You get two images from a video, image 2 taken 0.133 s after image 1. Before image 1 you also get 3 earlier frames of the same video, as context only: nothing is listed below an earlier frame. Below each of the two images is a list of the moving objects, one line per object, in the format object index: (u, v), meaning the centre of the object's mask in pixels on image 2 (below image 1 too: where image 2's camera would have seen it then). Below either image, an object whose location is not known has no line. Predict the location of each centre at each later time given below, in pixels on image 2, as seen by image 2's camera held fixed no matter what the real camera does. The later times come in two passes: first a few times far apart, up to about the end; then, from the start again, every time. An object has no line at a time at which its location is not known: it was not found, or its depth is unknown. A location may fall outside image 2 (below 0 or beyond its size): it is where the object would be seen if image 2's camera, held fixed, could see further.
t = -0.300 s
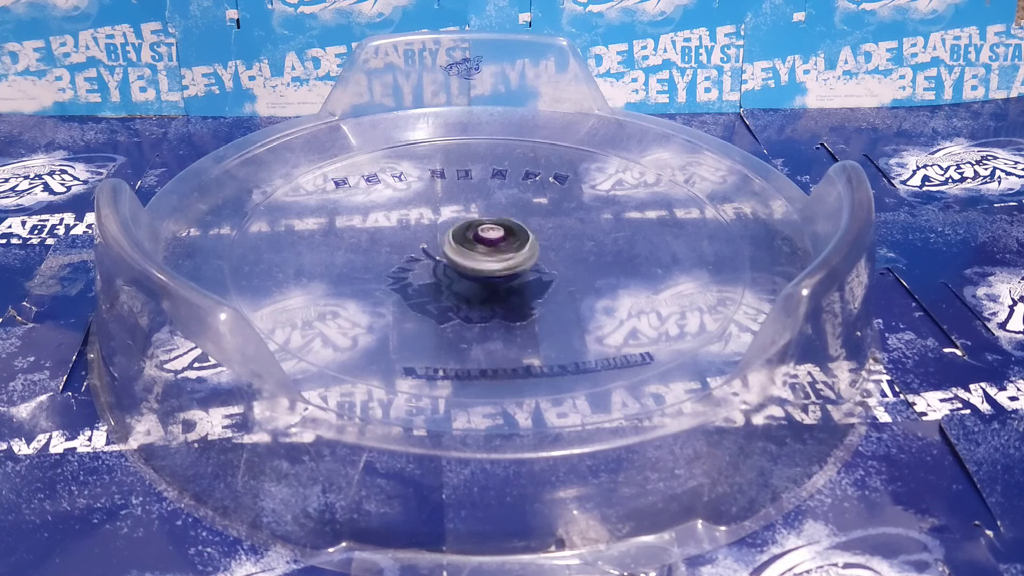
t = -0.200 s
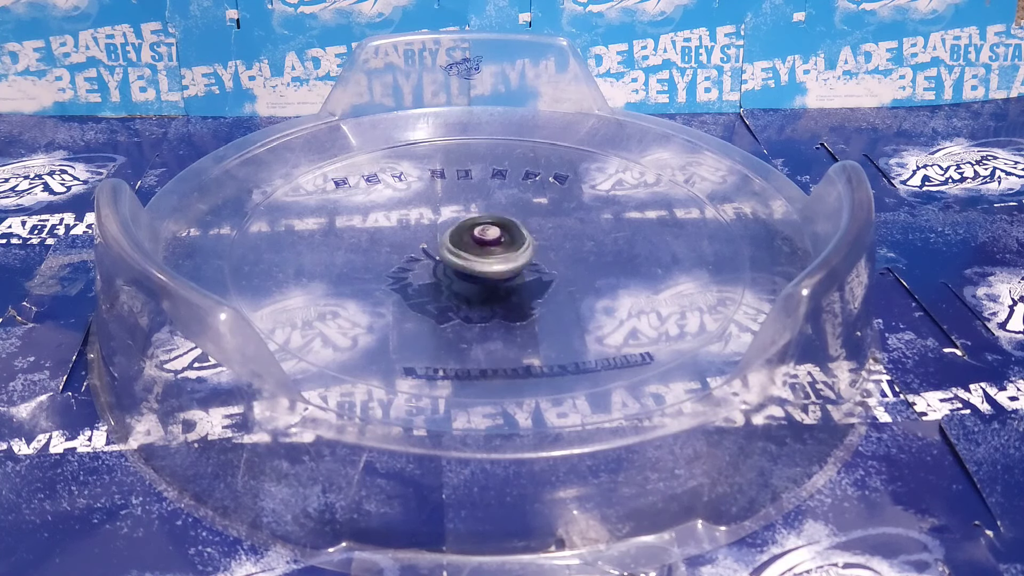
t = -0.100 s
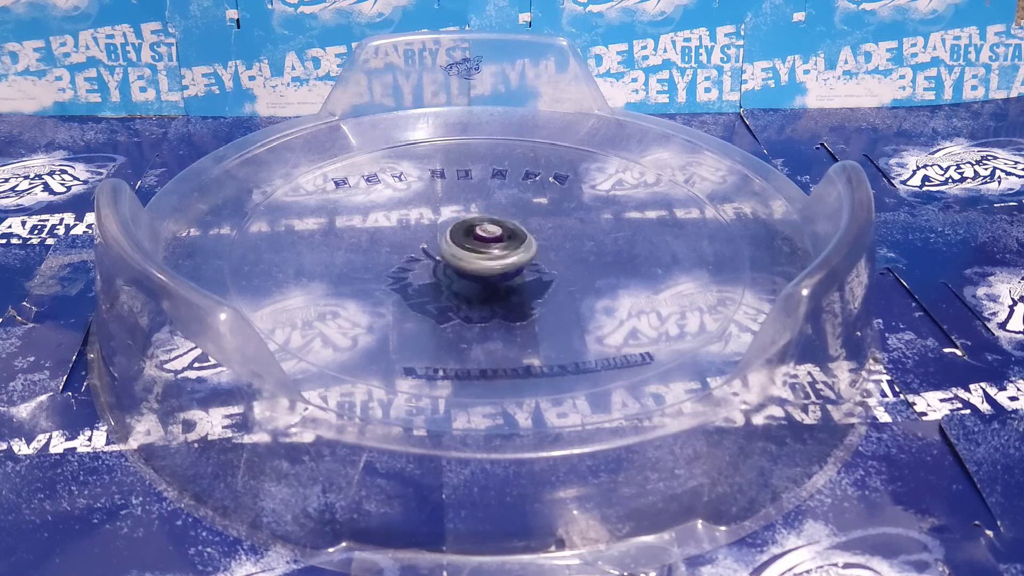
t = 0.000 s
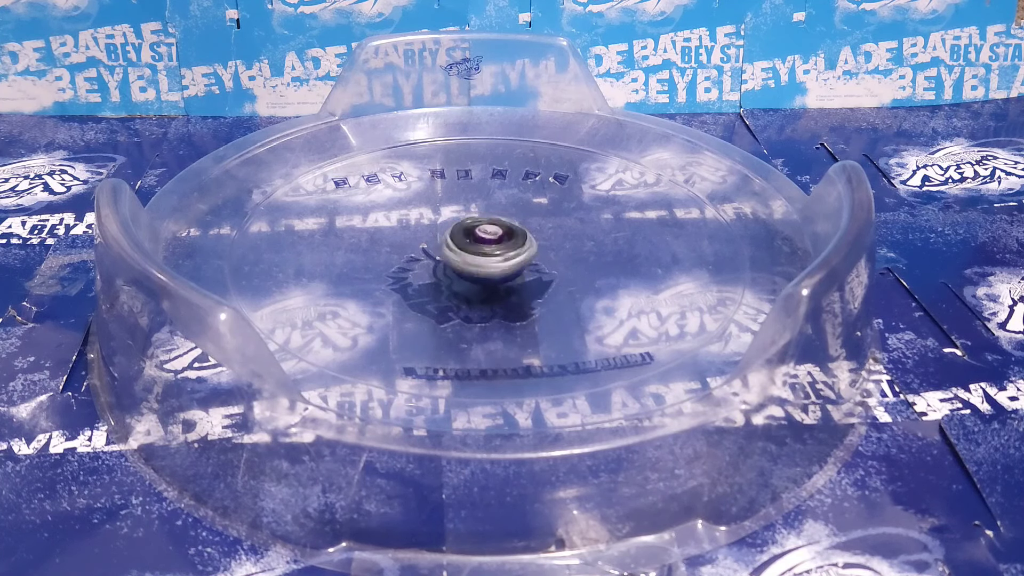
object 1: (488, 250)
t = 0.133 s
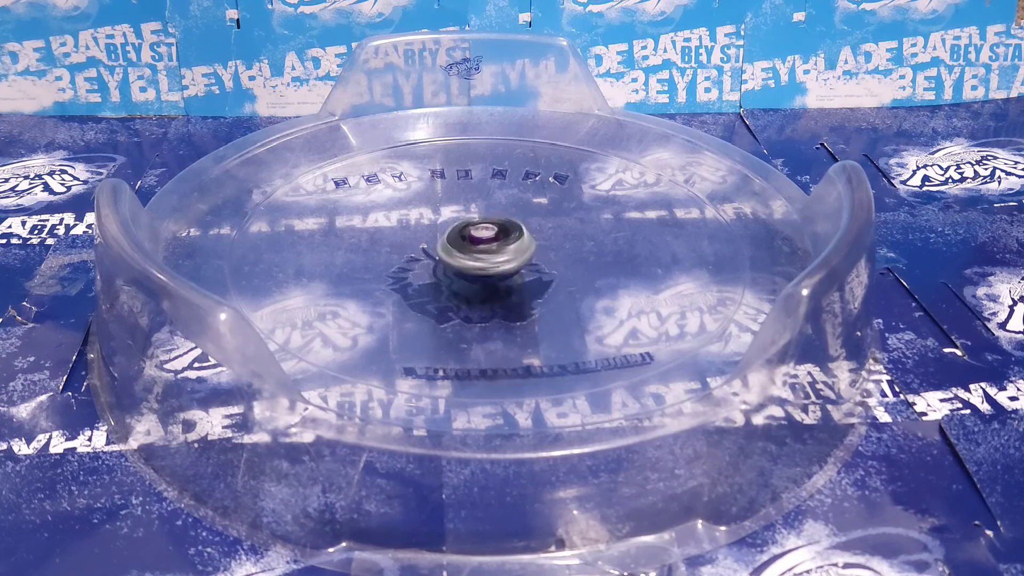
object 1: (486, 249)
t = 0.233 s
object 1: (489, 248)
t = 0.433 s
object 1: (487, 249)
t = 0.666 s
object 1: (487, 250)
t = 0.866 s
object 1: (488, 250)
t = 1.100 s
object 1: (488, 249)
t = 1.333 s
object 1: (487, 249)
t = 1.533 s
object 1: (487, 249)
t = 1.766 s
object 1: (486, 249)
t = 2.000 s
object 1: (489, 250)
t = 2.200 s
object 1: (488, 249)
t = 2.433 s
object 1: (489, 248)
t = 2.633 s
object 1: (489, 248)
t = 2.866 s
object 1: (487, 248)
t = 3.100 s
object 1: (486, 249)
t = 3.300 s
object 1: (487, 249)
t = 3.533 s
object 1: (486, 249)
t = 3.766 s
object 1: (487, 249)
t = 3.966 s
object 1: (488, 250)
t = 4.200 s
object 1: (487, 250)
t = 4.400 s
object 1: (486, 249)
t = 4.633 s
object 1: (487, 248)
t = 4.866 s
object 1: (488, 250)
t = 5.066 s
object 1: (488, 250)
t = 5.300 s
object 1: (487, 250)
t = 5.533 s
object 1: (487, 250)
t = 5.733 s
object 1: (487, 246)
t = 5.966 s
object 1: (487, 248)
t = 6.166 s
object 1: (491, 248)
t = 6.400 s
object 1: (490, 248)
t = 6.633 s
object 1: (492, 248)
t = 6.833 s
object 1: (490, 249)
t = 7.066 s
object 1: (488, 251)
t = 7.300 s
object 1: (484, 249)
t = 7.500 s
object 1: (487, 248)
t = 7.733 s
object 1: (491, 245)
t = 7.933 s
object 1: (483, 258)
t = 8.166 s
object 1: (497, 252)
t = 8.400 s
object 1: (487, 248)
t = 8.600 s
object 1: (475, 251)
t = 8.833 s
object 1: (472, 255)
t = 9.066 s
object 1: (471, 261)
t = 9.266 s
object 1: (462, 265)
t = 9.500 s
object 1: (464, 263)
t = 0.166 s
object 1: (488, 249)
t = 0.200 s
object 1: (489, 249)
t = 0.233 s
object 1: (489, 248)
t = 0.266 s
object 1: (488, 249)
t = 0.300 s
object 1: (487, 249)
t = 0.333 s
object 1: (489, 249)
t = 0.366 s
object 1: (489, 249)
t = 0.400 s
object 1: (488, 249)
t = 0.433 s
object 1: (487, 249)
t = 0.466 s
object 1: (487, 249)
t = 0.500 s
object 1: (488, 249)
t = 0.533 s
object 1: (489, 249)
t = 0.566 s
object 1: (487, 249)
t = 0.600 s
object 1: (486, 248)
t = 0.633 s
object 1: (486, 249)
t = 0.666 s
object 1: (487, 250)
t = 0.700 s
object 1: (489, 249)
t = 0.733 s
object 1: (488, 249)
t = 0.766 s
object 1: (488, 248)
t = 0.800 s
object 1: (487, 249)
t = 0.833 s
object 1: (486, 250)
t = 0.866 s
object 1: (488, 250)
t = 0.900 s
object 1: (490, 250)
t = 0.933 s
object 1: (489, 249)
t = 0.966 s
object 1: (488, 249)
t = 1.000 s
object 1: (487, 249)
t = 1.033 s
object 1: (488, 250)
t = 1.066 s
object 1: (489, 249)
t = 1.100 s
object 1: (488, 249)
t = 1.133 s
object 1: (486, 249)
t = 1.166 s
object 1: (486, 249)
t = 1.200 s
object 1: (486, 250)
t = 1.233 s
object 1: (488, 249)
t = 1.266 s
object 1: (489, 249)
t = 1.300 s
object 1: (488, 249)
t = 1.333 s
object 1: (487, 249)
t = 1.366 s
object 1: (487, 249)
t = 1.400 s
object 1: (488, 250)
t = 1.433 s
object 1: (490, 250)
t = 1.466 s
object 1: (489, 249)
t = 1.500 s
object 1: (488, 249)
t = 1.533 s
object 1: (487, 249)
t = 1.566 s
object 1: (486, 249)
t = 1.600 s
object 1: (487, 249)
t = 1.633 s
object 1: (488, 249)
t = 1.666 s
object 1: (488, 248)
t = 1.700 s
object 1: (487, 249)
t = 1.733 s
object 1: (485, 248)
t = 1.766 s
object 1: (486, 249)
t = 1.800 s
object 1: (488, 250)
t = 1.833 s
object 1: (489, 249)
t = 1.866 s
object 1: (488, 248)
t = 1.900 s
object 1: (488, 248)
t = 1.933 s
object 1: (487, 249)
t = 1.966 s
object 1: (487, 249)
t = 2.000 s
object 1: (489, 250)
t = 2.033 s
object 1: (490, 249)
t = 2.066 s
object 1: (490, 249)
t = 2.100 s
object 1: (488, 249)
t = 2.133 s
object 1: (487, 249)
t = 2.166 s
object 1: (488, 249)
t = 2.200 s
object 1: (488, 249)
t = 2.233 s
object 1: (489, 248)
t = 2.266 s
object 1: (488, 248)
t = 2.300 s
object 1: (486, 248)
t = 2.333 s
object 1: (485, 249)
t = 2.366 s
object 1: (487, 249)
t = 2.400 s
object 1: (489, 249)
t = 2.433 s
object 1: (489, 248)
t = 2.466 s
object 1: (487, 248)
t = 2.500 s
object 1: (485, 249)
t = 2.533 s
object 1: (486, 249)
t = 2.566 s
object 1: (487, 249)
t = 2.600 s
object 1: (489, 248)
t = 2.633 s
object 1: (489, 248)
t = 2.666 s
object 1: (487, 247)
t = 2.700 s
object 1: (486, 247)
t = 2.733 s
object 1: (487, 248)
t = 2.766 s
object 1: (488, 249)
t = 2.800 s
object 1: (489, 248)
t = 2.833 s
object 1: (489, 248)
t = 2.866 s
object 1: (487, 248)
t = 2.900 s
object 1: (486, 248)
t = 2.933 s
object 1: (488, 249)
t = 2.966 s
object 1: (489, 249)
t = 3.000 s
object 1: (490, 248)
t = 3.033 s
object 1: (488, 247)
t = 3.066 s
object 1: (486, 248)
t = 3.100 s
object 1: (486, 249)
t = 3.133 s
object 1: (487, 249)
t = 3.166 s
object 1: (489, 249)
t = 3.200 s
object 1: (491, 248)
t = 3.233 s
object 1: (488, 248)
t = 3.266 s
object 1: (486, 247)
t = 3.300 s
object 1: (487, 249)
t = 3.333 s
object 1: (487, 249)
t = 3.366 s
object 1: (489, 250)
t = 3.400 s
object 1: (492, 249)
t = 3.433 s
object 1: (489, 248)
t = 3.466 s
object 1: (487, 246)
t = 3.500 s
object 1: (487, 248)
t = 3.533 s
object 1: (486, 249)
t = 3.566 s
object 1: (487, 250)
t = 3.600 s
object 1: (490, 250)
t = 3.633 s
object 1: (490, 248)
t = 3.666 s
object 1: (489, 247)
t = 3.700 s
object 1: (487, 248)
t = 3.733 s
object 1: (486, 249)
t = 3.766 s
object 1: (487, 249)
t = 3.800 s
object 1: (490, 249)
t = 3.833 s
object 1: (491, 249)
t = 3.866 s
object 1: (489, 248)
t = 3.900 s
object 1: (488, 248)
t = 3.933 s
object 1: (487, 249)
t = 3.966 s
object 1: (488, 250)
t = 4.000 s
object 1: (489, 250)
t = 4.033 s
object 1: (491, 249)
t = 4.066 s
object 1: (491, 249)
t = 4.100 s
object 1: (489, 248)
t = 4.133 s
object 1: (486, 247)
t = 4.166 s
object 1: (486, 250)
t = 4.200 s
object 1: (487, 250)
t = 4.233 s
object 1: (489, 249)
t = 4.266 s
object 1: (491, 248)
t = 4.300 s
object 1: (489, 247)
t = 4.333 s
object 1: (487, 247)
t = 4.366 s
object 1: (487, 248)
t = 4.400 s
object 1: (486, 249)
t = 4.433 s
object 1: (488, 249)
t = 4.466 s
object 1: (491, 249)
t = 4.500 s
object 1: (489, 248)
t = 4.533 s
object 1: (488, 247)
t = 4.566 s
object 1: (488, 248)
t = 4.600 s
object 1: (487, 248)
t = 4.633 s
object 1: (487, 248)
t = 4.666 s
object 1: (490, 250)
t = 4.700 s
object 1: (490, 249)
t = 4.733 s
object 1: (490, 248)
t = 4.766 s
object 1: (489, 248)
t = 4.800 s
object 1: (486, 249)
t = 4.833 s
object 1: (486, 249)
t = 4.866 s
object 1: (488, 250)
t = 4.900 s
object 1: (489, 249)
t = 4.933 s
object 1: (490, 248)
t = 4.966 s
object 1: (490, 248)
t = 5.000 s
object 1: (486, 248)
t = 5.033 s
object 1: (486, 248)
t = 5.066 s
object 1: (488, 250)
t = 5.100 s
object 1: (489, 250)
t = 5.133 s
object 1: (491, 248)
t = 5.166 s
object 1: (491, 247)
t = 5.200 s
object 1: (488, 248)
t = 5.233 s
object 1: (486, 248)
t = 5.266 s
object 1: (486, 249)
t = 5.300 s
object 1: (487, 250)
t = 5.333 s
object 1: (489, 248)
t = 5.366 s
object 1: (491, 249)
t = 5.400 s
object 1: (490, 248)
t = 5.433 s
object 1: (489, 247)
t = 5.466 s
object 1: (487, 248)
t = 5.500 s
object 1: (486, 249)
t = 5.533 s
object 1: (487, 250)
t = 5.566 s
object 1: (490, 249)
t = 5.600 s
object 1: (491, 249)
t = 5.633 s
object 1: (491, 247)
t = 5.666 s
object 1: (490, 246)
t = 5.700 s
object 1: (488, 246)
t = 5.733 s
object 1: (487, 246)
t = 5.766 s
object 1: (488, 249)
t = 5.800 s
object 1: (489, 249)
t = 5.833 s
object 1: (492, 249)
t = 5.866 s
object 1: (493, 248)
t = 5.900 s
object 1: (491, 248)
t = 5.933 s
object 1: (488, 247)
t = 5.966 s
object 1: (487, 248)
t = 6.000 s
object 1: (487, 250)
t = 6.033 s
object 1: (489, 251)
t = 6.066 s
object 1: (491, 250)
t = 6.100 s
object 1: (493, 249)
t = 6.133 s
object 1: (493, 248)
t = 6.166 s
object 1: (491, 248)
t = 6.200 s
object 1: (489, 248)
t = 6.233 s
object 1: (487, 248)
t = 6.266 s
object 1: (487, 249)
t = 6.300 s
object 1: (490, 250)
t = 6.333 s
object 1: (491, 250)
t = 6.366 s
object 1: (491, 248)
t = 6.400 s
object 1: (490, 248)
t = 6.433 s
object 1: (487, 248)
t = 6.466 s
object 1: (485, 248)
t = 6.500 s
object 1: (486, 250)
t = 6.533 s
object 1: (487, 251)
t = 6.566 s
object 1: (490, 251)
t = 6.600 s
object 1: (493, 250)
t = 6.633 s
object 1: (492, 248)
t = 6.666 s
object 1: (490, 248)
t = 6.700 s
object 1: (489, 248)
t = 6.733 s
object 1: (486, 248)
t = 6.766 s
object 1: (487, 249)
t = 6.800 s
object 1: (488, 250)
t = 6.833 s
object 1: (490, 249)
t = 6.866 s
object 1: (491, 249)
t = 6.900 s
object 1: (490, 248)
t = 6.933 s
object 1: (488, 248)
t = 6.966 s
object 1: (486, 249)
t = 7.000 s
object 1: (485, 250)
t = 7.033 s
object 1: (487, 250)
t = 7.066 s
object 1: (488, 251)
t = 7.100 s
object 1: (491, 249)
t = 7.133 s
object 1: (493, 248)
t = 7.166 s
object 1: (491, 248)
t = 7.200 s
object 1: (489, 247)
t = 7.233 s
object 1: (487, 247)
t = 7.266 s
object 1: (484, 248)
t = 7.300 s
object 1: (484, 249)
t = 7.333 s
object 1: (487, 250)
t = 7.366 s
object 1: (487, 250)
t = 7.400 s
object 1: (489, 248)
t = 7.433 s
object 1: (490, 249)
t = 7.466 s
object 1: (489, 247)
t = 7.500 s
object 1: (487, 248)
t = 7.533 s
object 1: (486, 249)
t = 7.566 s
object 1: (486, 250)
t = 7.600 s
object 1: (489, 251)
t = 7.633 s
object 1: (493, 250)
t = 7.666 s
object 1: (496, 249)
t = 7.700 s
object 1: (494, 250)
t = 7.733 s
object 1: (491, 245)
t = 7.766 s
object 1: (487, 247)
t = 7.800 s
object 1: (479, 249)
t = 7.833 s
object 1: (476, 250)
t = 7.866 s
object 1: (477, 254)
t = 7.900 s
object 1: (479, 258)
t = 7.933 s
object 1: (483, 258)
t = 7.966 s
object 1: (488, 258)
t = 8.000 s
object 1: (492, 258)
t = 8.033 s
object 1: (497, 257)
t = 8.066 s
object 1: (499, 256)
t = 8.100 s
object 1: (498, 253)
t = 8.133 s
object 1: (497, 252)
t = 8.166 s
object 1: (497, 252)
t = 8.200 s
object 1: (497, 249)
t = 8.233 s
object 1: (494, 241)
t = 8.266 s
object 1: (494, 247)
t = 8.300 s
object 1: (491, 248)
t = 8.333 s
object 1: (490, 248)
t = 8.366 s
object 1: (488, 248)
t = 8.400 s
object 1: (487, 248)
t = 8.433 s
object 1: (486, 247)
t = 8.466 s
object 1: (483, 247)
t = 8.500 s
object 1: (480, 248)
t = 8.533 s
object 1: (479, 247)
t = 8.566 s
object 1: (477, 249)
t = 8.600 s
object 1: (475, 251)
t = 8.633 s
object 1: (474, 252)
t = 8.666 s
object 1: (474, 252)
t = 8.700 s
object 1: (473, 252)
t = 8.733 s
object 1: (473, 254)
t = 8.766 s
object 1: (473, 255)
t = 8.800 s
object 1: (472, 256)
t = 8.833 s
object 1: (472, 255)
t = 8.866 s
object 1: (471, 257)
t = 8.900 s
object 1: (471, 256)
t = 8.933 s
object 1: (471, 257)
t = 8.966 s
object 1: (471, 257)
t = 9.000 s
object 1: (471, 258)
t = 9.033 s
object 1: (471, 260)
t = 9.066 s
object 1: (471, 261)
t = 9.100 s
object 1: (470, 260)
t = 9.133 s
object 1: (467, 261)
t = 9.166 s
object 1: (467, 262)
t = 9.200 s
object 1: (465, 262)
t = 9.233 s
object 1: (464, 264)
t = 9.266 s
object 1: (462, 265)
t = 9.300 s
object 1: (461, 266)
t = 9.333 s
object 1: (460, 266)
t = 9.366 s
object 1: (460, 266)
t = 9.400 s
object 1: (460, 266)
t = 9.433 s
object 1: (462, 265)
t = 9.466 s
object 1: (463, 264)
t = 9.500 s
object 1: (464, 263)
